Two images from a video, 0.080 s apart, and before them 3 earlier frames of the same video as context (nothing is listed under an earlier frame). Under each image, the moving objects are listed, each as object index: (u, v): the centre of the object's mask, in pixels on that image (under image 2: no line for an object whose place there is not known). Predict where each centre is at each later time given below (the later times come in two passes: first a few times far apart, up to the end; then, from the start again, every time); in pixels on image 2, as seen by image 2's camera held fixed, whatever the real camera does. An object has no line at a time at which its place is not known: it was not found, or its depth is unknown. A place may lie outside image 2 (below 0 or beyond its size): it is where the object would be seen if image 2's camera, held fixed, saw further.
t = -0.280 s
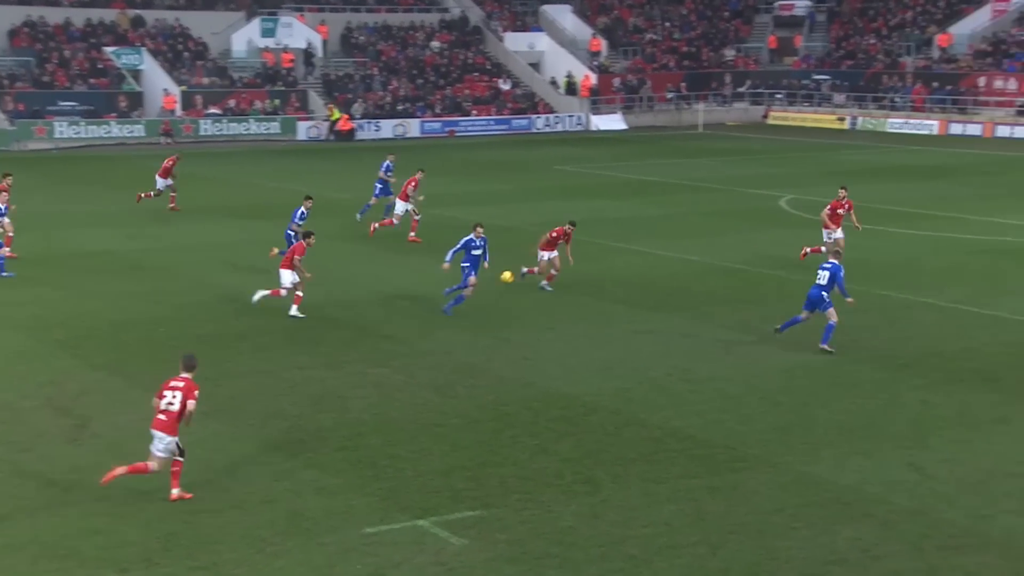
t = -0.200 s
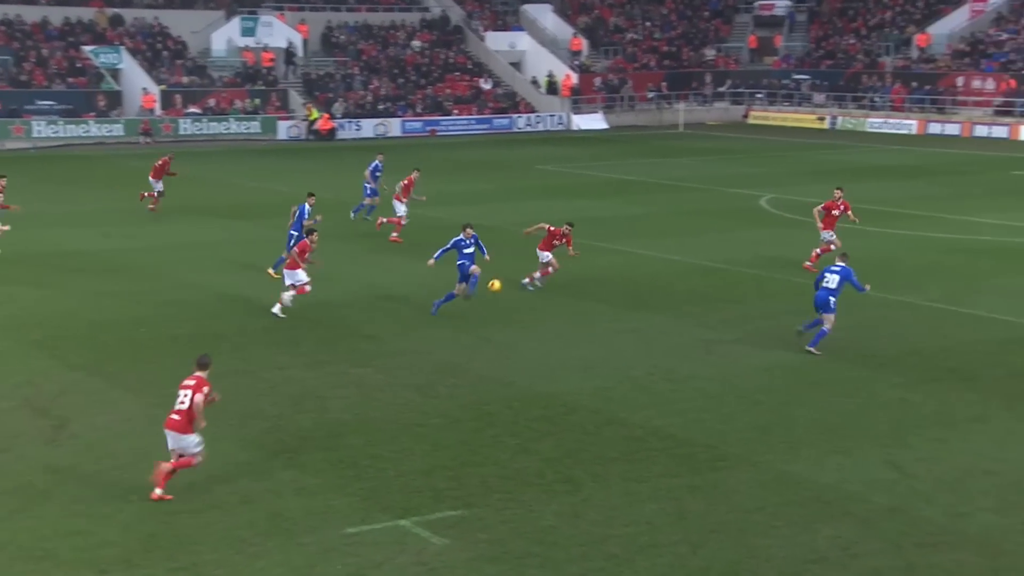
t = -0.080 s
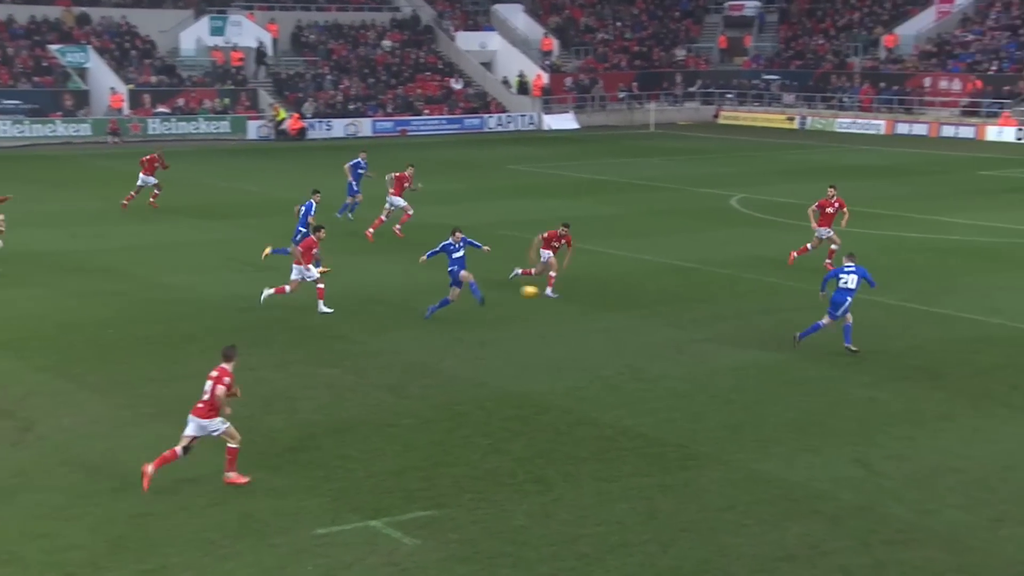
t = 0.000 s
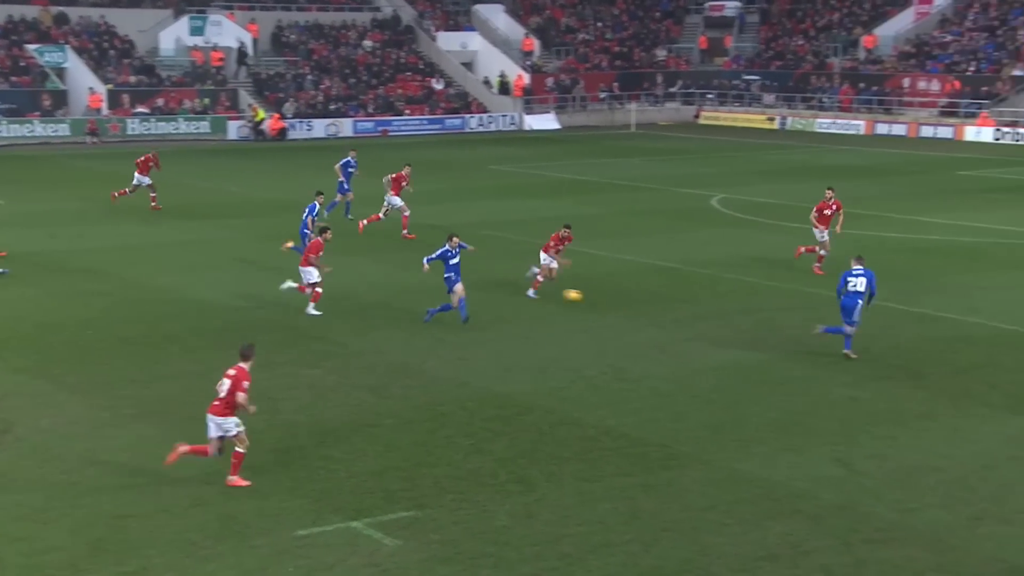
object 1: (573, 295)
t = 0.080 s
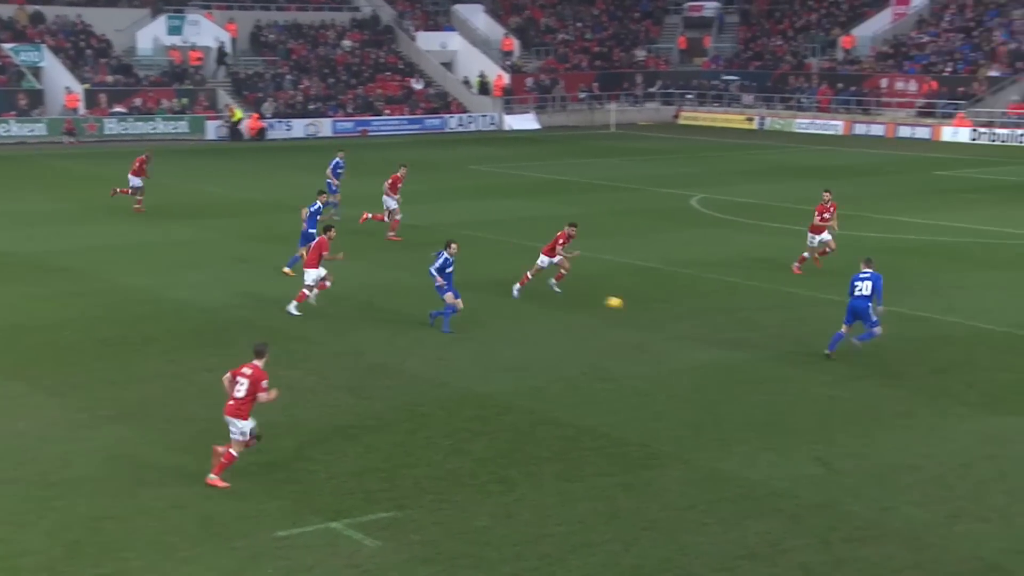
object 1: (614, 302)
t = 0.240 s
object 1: (732, 324)
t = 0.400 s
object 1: (835, 311)
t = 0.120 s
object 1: (644, 308)
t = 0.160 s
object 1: (674, 314)
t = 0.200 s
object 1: (704, 322)
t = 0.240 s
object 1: (732, 324)
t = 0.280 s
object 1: (758, 319)
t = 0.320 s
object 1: (784, 315)
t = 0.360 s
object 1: (809, 312)
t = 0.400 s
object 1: (835, 311)
